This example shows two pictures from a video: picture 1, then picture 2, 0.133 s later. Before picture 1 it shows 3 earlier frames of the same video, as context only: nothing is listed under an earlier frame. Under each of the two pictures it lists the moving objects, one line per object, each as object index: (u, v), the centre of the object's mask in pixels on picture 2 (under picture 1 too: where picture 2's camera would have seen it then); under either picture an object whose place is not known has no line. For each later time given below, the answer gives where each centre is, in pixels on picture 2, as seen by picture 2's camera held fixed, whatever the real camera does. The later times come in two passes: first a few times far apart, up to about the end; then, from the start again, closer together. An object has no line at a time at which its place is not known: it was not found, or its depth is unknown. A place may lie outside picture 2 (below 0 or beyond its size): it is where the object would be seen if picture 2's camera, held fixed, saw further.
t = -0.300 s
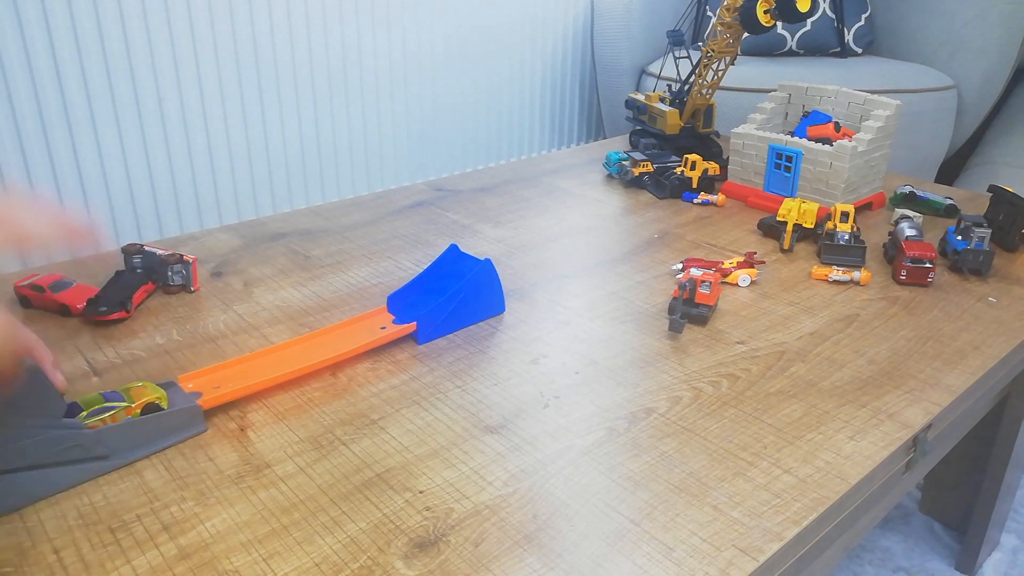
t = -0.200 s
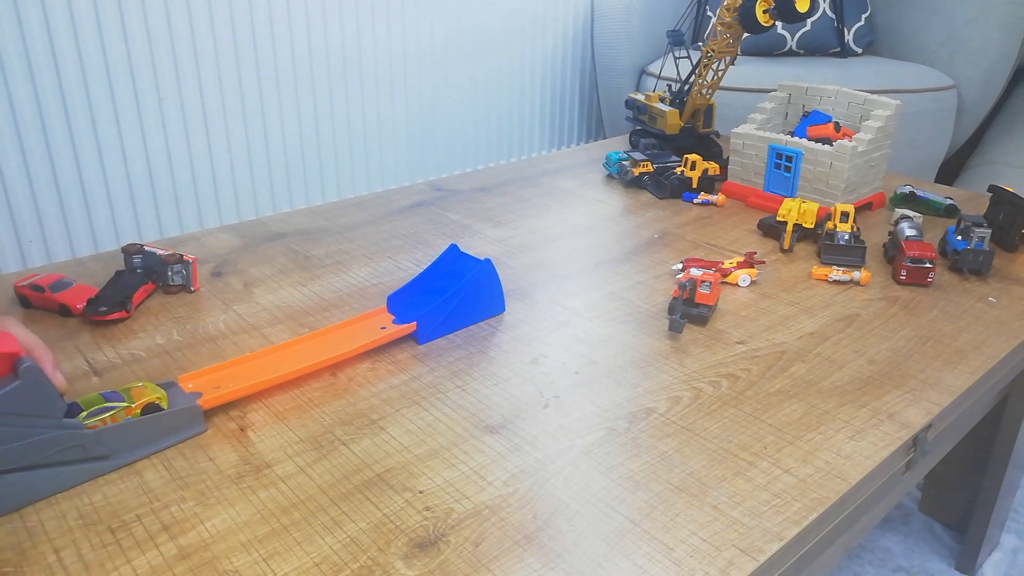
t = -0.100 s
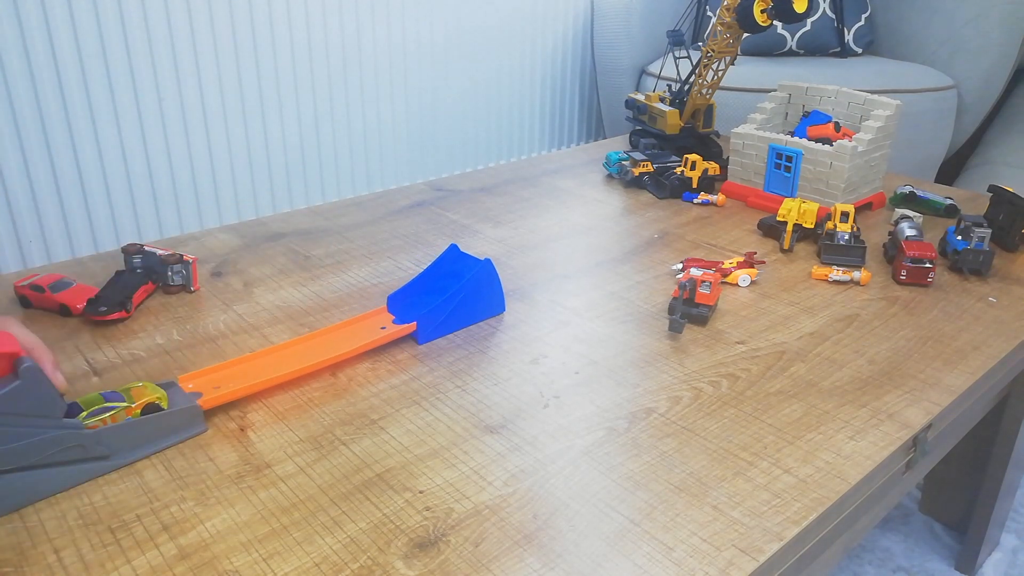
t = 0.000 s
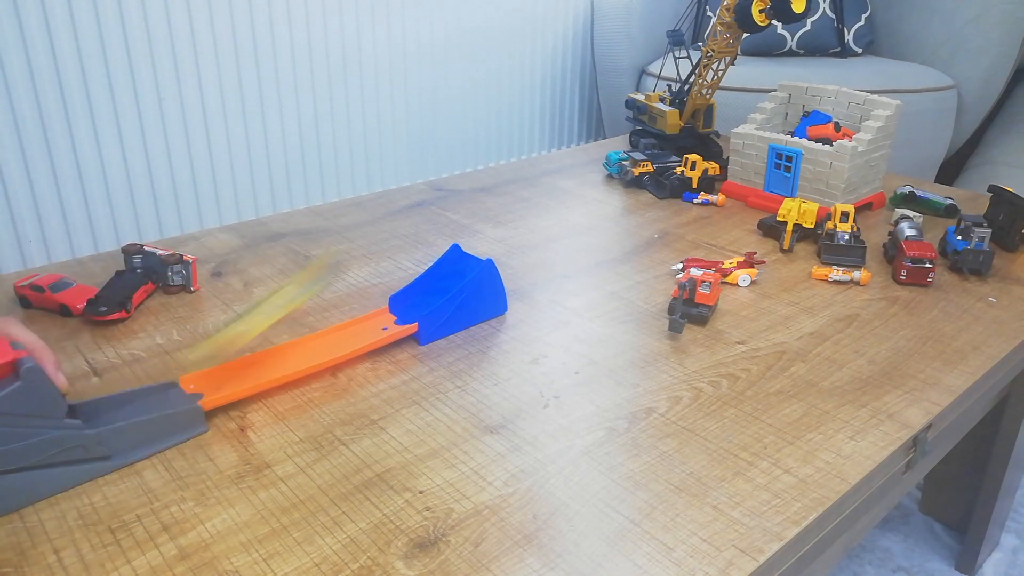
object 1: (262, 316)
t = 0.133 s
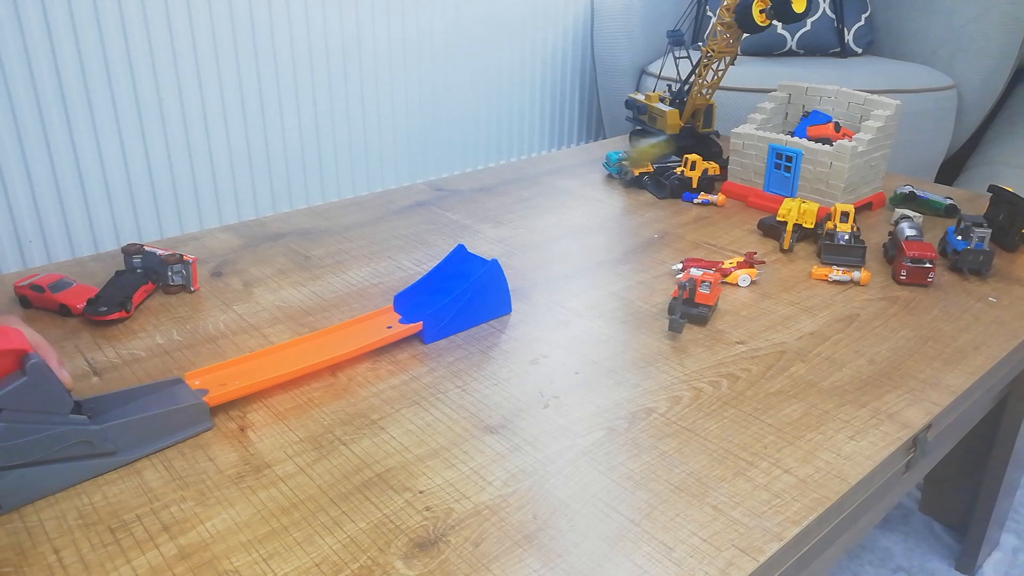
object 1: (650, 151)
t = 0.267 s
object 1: (722, 164)
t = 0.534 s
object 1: (662, 198)
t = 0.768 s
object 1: (644, 201)
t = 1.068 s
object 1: (644, 201)
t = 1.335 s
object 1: (644, 201)
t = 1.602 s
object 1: (644, 201)
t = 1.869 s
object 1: (644, 201)
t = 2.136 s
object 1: (644, 201)
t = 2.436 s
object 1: (644, 201)
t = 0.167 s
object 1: (697, 148)
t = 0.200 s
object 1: (737, 160)
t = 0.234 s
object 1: (732, 156)
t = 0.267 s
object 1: (722, 164)
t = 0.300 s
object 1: (713, 166)
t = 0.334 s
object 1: (700, 175)
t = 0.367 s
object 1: (692, 188)
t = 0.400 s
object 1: (687, 191)
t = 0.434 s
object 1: (679, 194)
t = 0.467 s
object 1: (672, 196)
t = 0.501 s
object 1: (667, 197)
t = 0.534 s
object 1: (662, 198)
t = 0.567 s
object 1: (656, 199)
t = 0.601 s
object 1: (652, 200)
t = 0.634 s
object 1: (649, 200)
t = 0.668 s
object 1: (646, 201)
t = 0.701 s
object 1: (644, 201)
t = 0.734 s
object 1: (644, 201)
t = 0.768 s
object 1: (644, 201)
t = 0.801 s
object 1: (644, 201)
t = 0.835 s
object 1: (644, 201)
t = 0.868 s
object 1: (644, 201)
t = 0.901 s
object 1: (644, 201)
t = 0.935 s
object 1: (644, 201)
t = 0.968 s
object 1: (644, 201)
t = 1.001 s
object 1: (644, 201)
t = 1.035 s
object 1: (644, 201)
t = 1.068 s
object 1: (644, 201)
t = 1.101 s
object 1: (644, 201)
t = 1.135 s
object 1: (644, 201)
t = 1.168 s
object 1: (644, 201)
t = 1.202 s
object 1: (644, 201)
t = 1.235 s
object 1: (644, 201)
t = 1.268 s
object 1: (644, 201)
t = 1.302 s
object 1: (644, 201)
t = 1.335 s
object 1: (644, 201)
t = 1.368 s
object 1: (644, 201)
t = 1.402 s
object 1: (644, 201)
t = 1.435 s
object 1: (644, 201)
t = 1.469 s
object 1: (644, 201)
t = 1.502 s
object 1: (644, 201)
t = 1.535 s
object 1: (644, 201)
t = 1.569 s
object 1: (644, 201)
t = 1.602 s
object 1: (644, 201)
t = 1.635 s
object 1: (644, 201)
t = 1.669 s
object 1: (644, 201)
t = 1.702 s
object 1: (644, 201)
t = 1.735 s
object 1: (644, 201)
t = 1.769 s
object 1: (644, 201)
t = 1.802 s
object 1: (644, 201)
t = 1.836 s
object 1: (644, 201)
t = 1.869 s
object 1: (644, 201)
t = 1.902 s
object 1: (644, 201)
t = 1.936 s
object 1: (644, 201)
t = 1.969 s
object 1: (644, 201)
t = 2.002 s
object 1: (644, 201)
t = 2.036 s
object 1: (644, 201)
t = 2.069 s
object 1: (644, 201)
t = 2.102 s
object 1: (644, 201)
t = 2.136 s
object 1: (644, 201)
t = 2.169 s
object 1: (644, 201)
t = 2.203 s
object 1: (644, 201)
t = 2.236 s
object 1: (644, 201)
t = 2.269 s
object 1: (644, 201)
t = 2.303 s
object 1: (644, 201)
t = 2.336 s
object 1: (644, 201)
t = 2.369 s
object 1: (644, 201)
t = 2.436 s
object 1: (644, 201)
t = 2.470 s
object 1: (644, 201)
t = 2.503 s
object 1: (644, 201)
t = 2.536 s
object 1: (644, 201)
